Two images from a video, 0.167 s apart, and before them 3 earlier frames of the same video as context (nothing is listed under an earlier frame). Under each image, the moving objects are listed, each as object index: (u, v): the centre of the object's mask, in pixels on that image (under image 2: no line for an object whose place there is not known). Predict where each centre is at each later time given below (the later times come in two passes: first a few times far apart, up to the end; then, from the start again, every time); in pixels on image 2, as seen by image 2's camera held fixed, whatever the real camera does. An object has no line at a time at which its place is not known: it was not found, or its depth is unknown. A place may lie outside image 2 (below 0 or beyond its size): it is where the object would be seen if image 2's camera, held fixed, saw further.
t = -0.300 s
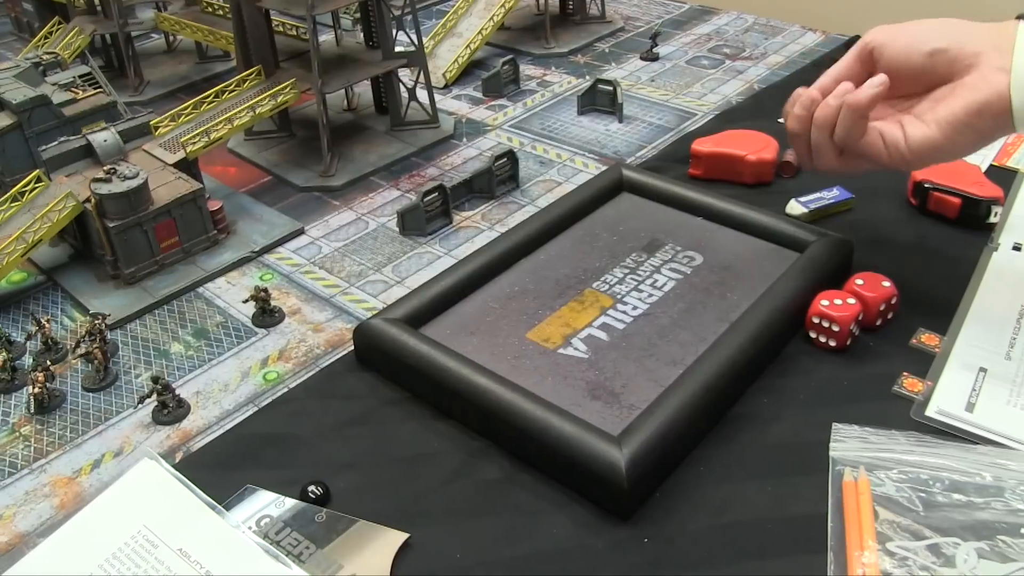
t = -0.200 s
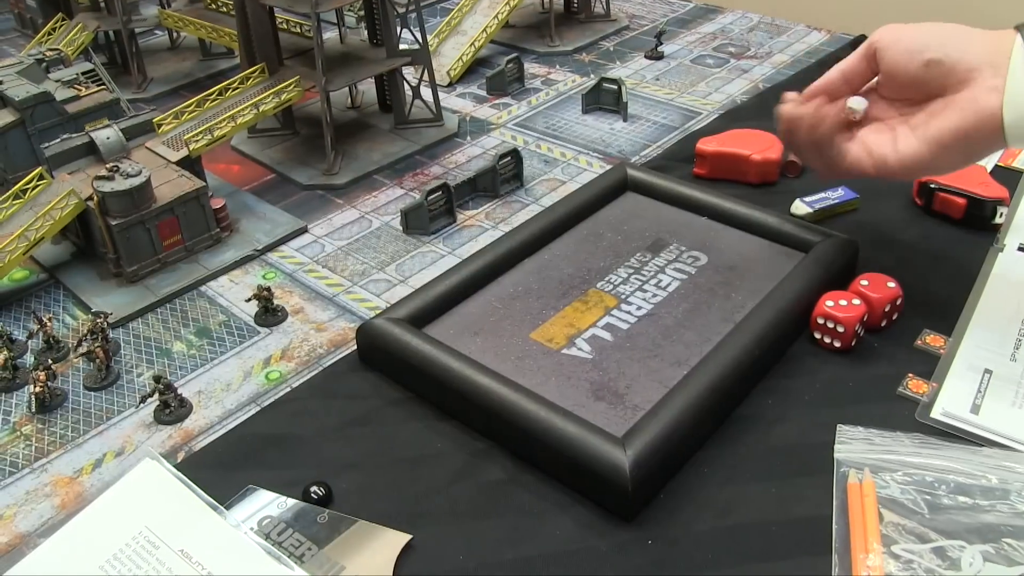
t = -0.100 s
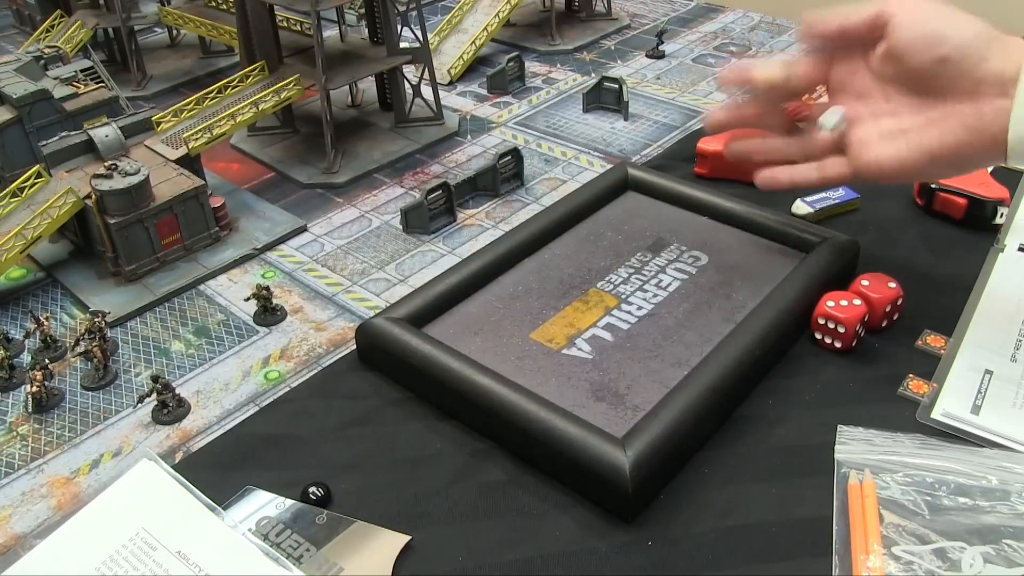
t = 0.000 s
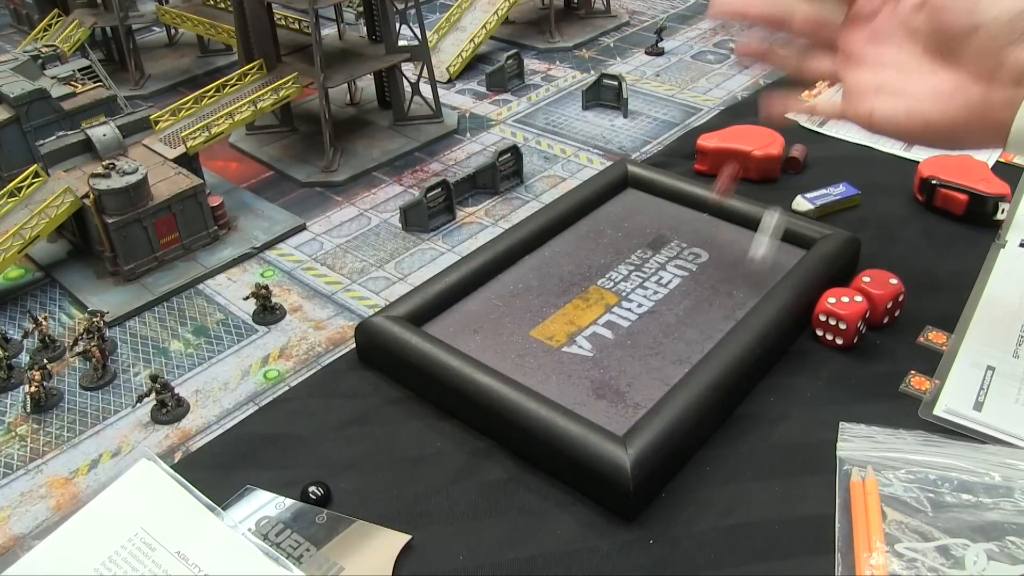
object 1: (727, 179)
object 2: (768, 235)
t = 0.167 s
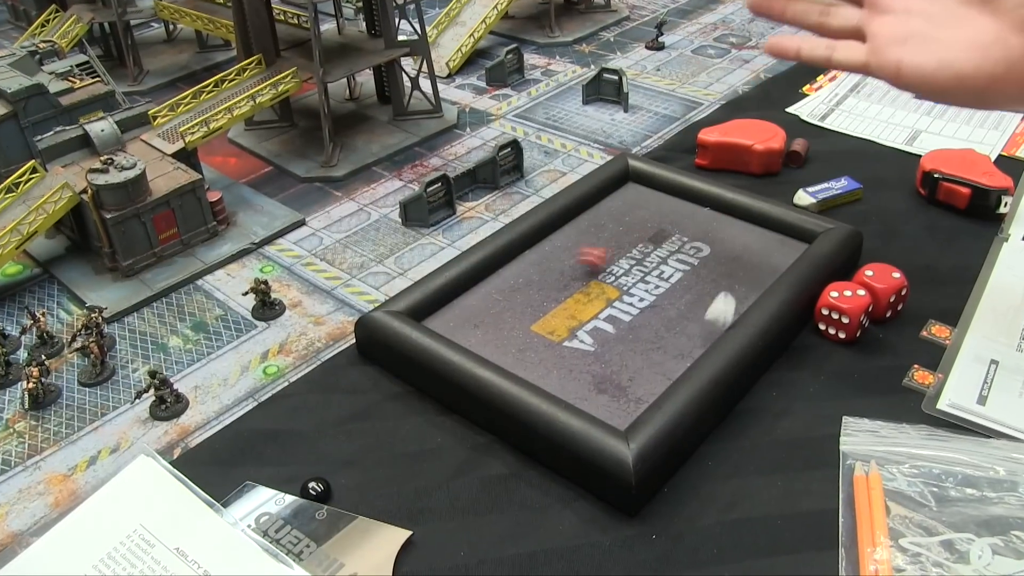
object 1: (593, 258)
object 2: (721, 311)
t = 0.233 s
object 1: (533, 262)
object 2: (683, 335)
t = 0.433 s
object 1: (461, 307)
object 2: (605, 353)
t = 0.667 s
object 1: (490, 324)
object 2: (589, 360)
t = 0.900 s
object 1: (490, 324)
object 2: (589, 360)
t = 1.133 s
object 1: (490, 325)
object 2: (588, 362)
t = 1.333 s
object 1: (488, 327)
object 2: (587, 364)
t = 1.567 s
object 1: (488, 328)
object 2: (587, 365)
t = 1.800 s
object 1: (491, 326)
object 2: (590, 363)
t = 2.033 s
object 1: (491, 323)
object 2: (590, 360)
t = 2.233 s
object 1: (491, 322)
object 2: (589, 358)
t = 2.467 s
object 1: (490, 320)
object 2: (588, 357)
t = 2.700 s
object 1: (490, 319)
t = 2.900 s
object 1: (490, 319)
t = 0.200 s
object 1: (564, 255)
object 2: (704, 326)
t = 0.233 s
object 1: (533, 262)
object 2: (683, 335)
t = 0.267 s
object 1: (503, 257)
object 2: (668, 338)
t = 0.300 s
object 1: (489, 261)
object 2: (654, 341)
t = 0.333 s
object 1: (478, 273)
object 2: (641, 344)
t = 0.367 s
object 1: (470, 287)
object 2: (629, 346)
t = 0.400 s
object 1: (465, 297)
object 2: (615, 350)
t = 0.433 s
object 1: (461, 307)
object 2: (605, 353)
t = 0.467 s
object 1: (458, 318)
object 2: (594, 358)
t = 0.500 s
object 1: (456, 325)
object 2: (589, 360)
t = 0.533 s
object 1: (467, 324)
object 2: (588, 360)
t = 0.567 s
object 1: (476, 324)
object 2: (588, 360)
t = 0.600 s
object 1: (483, 324)
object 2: (588, 360)
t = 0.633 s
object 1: (489, 324)
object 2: (589, 360)
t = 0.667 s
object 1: (490, 324)
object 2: (589, 360)
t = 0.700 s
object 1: (491, 323)
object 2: (589, 359)
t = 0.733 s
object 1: (491, 323)
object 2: (589, 359)
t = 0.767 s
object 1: (491, 323)
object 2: (589, 360)
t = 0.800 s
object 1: (491, 323)
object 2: (589, 360)
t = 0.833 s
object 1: (490, 324)
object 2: (589, 360)
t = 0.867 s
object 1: (490, 324)
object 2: (589, 360)
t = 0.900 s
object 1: (490, 324)
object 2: (589, 360)
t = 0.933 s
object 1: (490, 324)
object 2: (589, 360)
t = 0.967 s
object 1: (490, 324)
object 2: (588, 361)
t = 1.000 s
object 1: (490, 325)
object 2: (589, 361)
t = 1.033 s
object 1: (490, 325)
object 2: (588, 361)
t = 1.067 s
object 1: (490, 325)
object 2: (588, 361)
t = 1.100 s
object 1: (490, 325)
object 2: (588, 362)
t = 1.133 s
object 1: (490, 325)
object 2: (588, 362)
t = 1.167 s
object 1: (490, 326)
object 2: (588, 362)
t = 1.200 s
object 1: (489, 326)
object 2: (588, 362)
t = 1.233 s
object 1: (489, 326)
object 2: (588, 363)
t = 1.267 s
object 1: (489, 326)
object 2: (588, 363)
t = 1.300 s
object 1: (489, 327)
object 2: (587, 363)
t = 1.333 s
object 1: (488, 327)
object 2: (587, 364)
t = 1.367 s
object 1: (488, 327)
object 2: (587, 364)
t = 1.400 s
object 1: (488, 328)
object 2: (587, 364)
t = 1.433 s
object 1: (488, 328)
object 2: (587, 364)
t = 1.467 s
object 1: (488, 328)
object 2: (587, 365)
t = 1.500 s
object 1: (488, 328)
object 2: (587, 365)
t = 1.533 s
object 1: (488, 328)
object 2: (587, 365)
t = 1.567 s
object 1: (488, 328)
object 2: (587, 365)
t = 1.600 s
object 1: (489, 328)
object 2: (588, 365)
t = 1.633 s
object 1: (489, 328)
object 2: (588, 365)
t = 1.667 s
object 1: (489, 327)
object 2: (588, 364)
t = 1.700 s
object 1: (489, 327)
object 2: (588, 364)
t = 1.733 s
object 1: (490, 327)
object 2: (589, 364)
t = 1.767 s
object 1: (490, 326)
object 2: (589, 363)
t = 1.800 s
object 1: (491, 326)
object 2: (590, 363)
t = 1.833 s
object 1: (491, 325)
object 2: (590, 362)
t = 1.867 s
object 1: (491, 325)
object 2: (590, 362)
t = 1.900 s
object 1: (492, 325)
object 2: (591, 361)
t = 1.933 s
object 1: (491, 324)
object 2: (590, 361)
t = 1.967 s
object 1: (491, 324)
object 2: (590, 360)
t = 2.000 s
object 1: (491, 323)
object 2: (590, 360)
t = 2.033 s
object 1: (491, 323)
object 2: (590, 360)
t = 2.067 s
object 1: (491, 323)
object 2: (590, 359)
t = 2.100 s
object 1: (491, 323)
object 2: (590, 359)
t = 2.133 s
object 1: (491, 323)
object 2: (590, 359)
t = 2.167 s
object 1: (491, 323)
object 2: (589, 359)
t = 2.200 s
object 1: (491, 322)
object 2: (589, 358)
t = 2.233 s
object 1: (491, 322)
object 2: (589, 358)
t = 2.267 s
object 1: (490, 322)
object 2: (589, 358)
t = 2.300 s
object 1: (490, 321)
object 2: (589, 358)
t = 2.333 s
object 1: (490, 321)
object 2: (589, 358)
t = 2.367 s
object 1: (490, 321)
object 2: (589, 358)
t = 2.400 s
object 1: (490, 321)
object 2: (589, 357)
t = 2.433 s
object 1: (490, 321)
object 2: (588, 357)
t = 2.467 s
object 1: (490, 320)
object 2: (588, 357)
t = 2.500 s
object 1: (490, 320)
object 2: (588, 356)
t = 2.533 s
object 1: (490, 320)
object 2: (588, 356)
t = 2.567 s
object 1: (490, 320)
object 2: (588, 356)
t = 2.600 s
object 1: (490, 320)
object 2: (588, 356)
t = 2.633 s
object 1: (490, 320)
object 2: (588, 356)
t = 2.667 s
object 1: (490, 319)
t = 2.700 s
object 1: (490, 319)
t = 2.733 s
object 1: (490, 319)
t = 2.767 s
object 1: (490, 319)
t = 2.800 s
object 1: (490, 319)
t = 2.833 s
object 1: (490, 319)
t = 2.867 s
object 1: (490, 319)
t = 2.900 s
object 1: (490, 319)
